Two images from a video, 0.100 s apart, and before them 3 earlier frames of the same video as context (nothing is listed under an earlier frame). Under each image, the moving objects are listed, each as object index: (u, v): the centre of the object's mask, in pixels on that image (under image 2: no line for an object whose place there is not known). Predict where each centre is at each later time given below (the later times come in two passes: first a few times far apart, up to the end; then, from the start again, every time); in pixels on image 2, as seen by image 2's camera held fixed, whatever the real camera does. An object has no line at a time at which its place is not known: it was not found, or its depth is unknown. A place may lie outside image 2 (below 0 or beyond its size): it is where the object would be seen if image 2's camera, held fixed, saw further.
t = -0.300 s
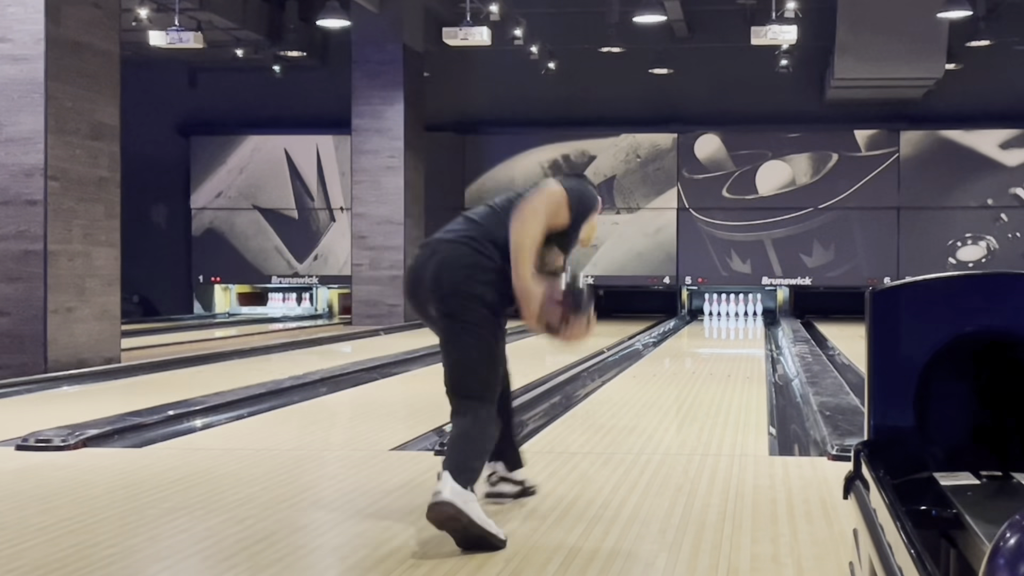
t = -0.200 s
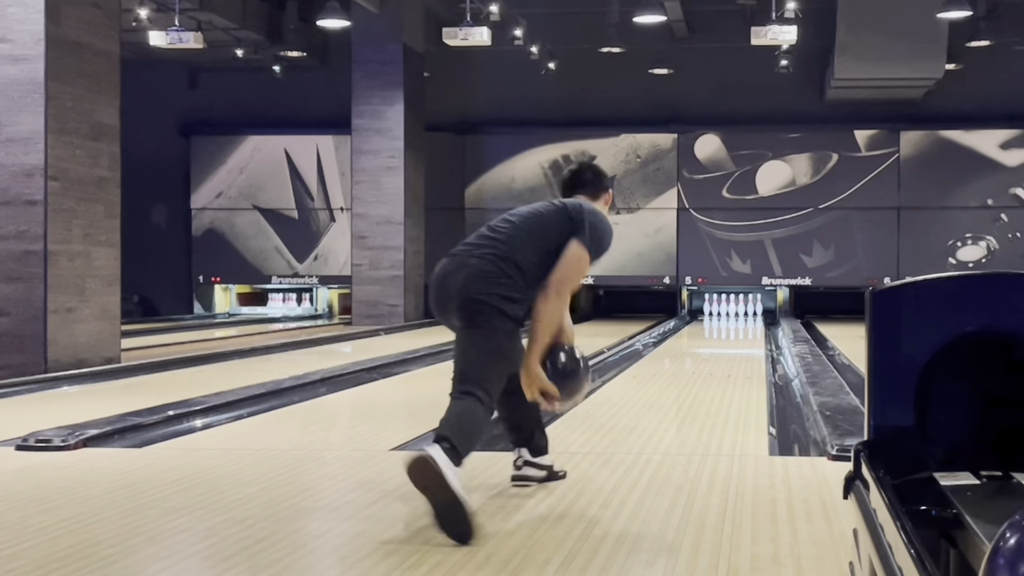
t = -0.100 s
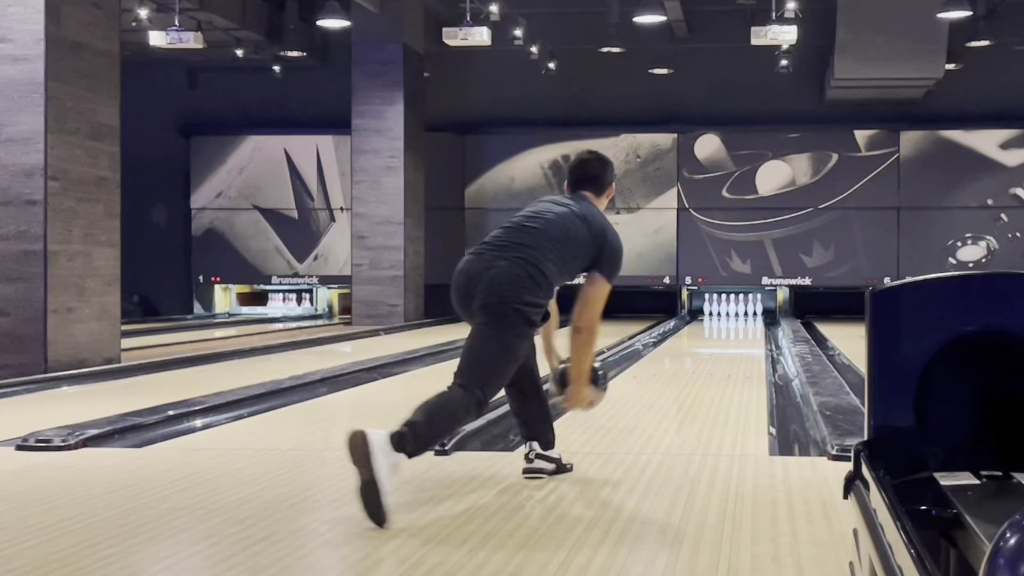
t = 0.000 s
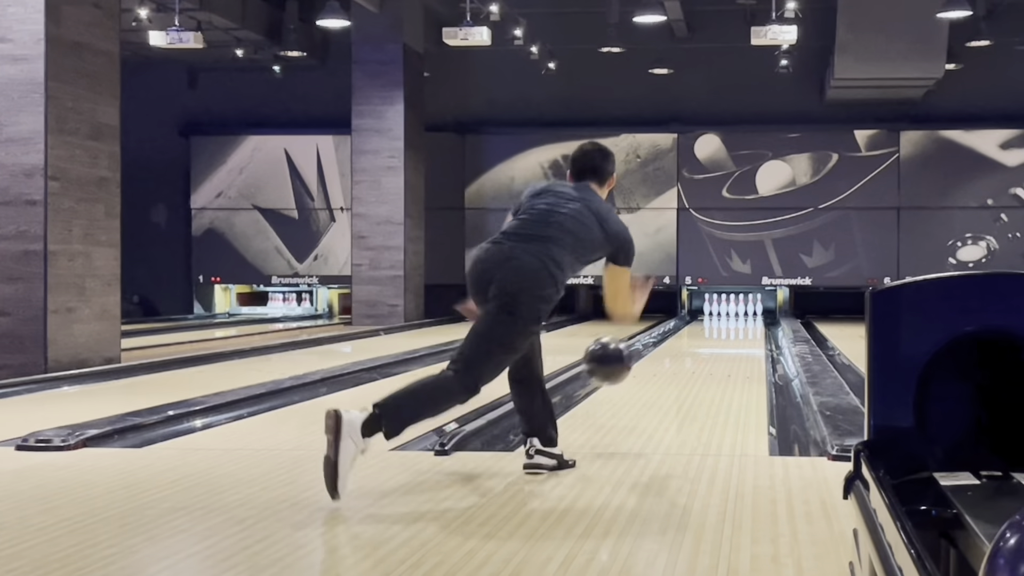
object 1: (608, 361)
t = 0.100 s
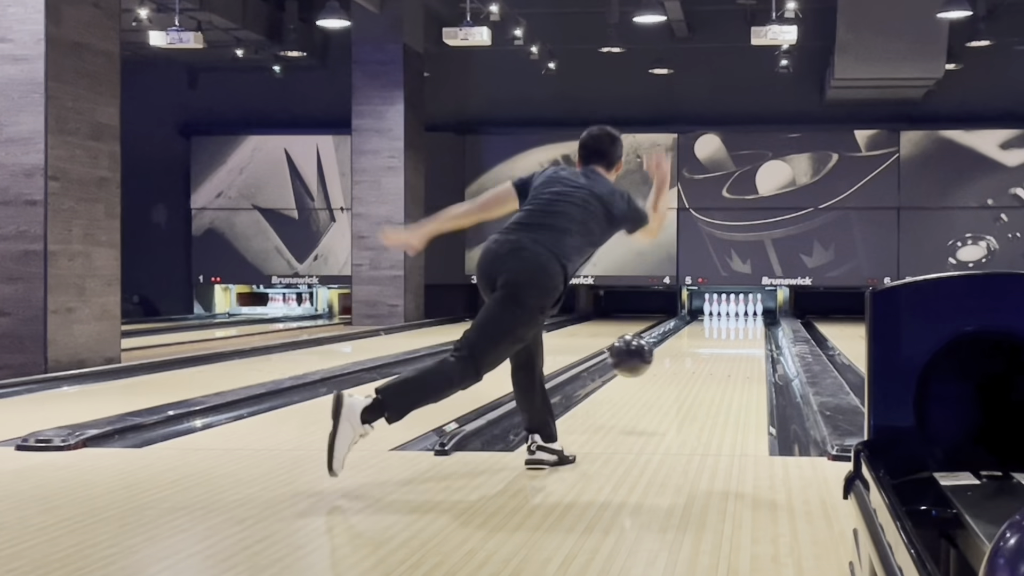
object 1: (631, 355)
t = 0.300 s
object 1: (665, 382)
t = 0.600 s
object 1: (697, 361)
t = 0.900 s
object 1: (718, 347)
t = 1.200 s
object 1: (732, 336)
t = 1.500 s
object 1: (742, 328)
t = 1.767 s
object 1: (748, 323)
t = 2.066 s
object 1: (750, 318)
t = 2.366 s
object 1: (746, 314)
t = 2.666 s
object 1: (740, 311)
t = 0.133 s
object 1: (637, 358)
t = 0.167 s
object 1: (643, 363)
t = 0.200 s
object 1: (649, 369)
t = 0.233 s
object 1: (655, 377)
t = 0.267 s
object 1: (660, 386)
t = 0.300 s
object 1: (665, 382)
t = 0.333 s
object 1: (669, 381)
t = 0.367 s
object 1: (673, 378)
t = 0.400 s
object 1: (678, 374)
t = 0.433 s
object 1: (681, 372)
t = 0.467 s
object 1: (685, 369)
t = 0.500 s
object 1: (688, 367)
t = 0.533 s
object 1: (691, 365)
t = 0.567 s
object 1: (695, 363)
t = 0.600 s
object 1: (697, 361)
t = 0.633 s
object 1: (700, 359)
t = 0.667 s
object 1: (703, 357)
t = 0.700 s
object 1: (705, 356)
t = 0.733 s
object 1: (708, 354)
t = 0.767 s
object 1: (710, 352)
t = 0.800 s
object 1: (712, 351)
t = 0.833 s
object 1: (714, 349)
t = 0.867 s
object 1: (716, 348)
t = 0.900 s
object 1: (718, 347)
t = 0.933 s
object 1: (720, 345)
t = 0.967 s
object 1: (722, 344)
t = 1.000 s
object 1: (723, 343)
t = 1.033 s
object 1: (725, 342)
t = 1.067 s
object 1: (726, 340)
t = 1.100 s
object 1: (728, 339)
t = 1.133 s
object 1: (729, 338)
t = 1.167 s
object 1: (731, 337)
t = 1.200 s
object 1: (732, 336)
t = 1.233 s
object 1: (733, 335)
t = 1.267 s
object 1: (735, 334)
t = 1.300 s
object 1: (736, 333)
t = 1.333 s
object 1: (737, 332)
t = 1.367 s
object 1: (738, 332)
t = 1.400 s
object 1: (739, 331)
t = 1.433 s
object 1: (740, 330)
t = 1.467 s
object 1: (741, 329)
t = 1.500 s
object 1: (742, 328)
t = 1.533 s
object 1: (743, 328)
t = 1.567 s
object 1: (743, 326)
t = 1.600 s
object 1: (744, 326)
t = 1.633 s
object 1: (745, 325)
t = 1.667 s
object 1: (746, 324)
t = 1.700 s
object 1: (747, 324)
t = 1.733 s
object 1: (747, 323)
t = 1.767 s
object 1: (748, 323)
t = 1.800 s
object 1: (748, 322)
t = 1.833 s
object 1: (748, 321)
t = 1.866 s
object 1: (749, 321)
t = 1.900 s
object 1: (749, 320)
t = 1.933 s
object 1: (750, 320)
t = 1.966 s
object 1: (750, 319)
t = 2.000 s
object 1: (749, 318)
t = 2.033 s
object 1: (750, 318)
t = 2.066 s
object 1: (750, 318)
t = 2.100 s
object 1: (750, 317)
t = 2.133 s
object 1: (750, 317)
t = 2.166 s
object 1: (749, 317)
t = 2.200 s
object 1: (749, 316)
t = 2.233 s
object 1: (749, 316)
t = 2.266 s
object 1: (748, 315)
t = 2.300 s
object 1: (748, 315)
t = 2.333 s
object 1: (747, 314)
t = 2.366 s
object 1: (746, 314)
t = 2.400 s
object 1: (746, 314)
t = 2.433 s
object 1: (745, 313)
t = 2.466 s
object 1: (744, 313)
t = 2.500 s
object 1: (743, 313)
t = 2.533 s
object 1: (742, 312)
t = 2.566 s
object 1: (741, 312)
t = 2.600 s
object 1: (741, 313)
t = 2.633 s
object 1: (741, 312)
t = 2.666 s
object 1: (740, 311)
